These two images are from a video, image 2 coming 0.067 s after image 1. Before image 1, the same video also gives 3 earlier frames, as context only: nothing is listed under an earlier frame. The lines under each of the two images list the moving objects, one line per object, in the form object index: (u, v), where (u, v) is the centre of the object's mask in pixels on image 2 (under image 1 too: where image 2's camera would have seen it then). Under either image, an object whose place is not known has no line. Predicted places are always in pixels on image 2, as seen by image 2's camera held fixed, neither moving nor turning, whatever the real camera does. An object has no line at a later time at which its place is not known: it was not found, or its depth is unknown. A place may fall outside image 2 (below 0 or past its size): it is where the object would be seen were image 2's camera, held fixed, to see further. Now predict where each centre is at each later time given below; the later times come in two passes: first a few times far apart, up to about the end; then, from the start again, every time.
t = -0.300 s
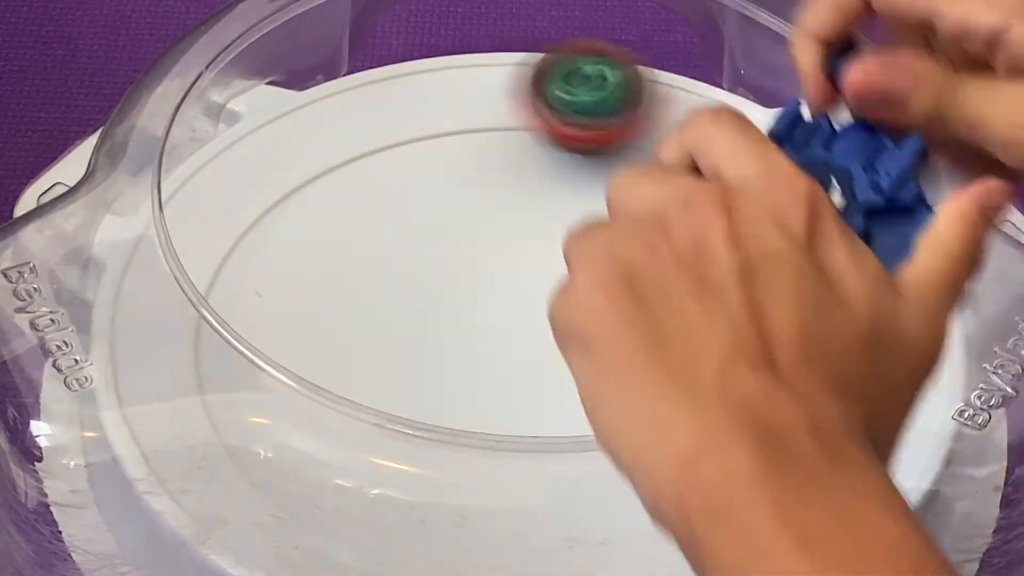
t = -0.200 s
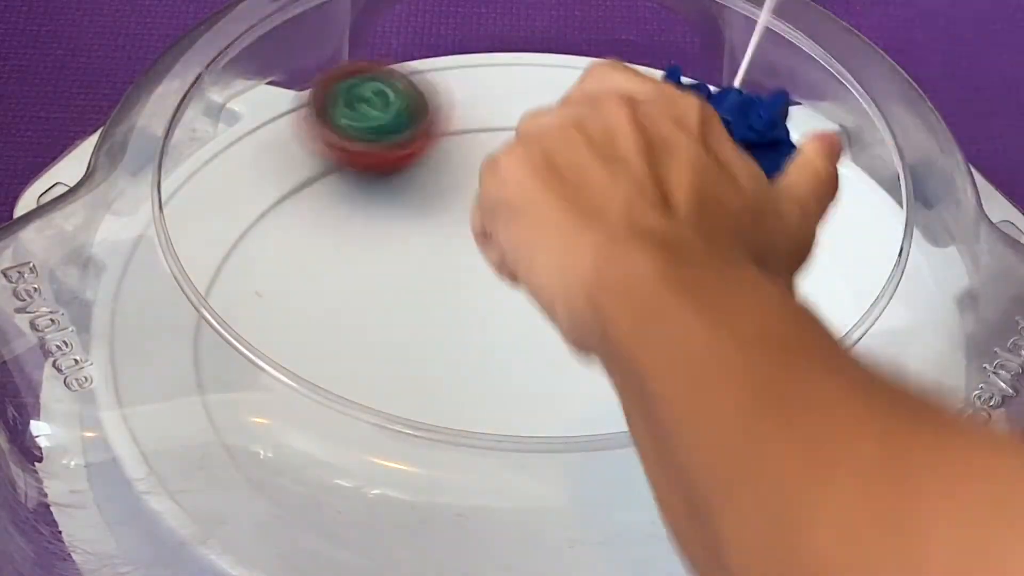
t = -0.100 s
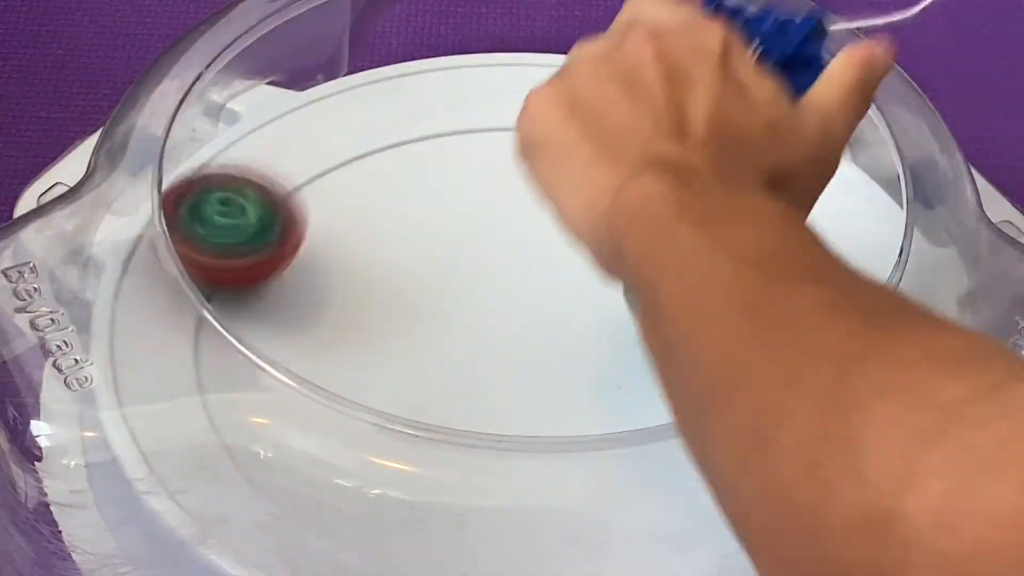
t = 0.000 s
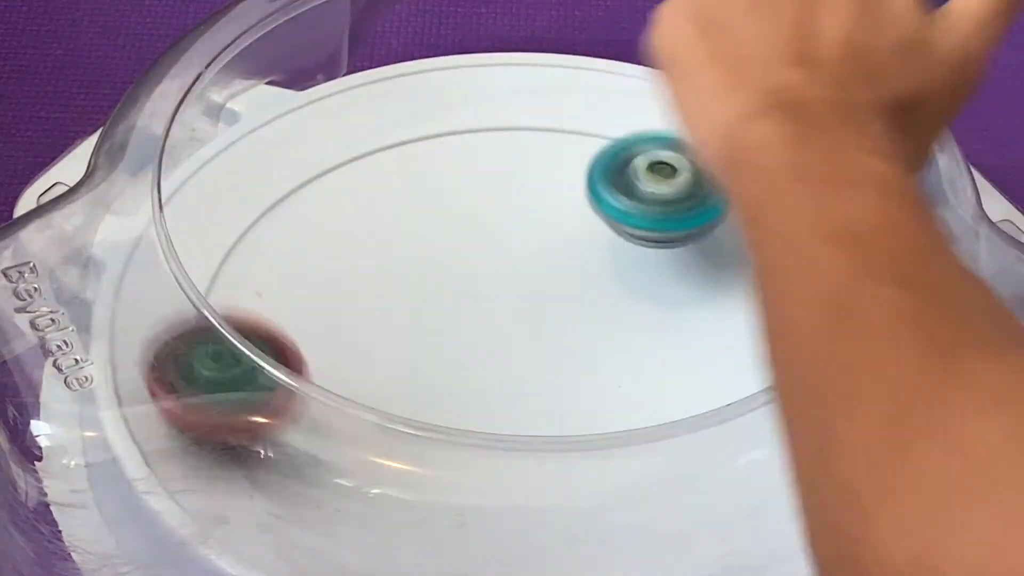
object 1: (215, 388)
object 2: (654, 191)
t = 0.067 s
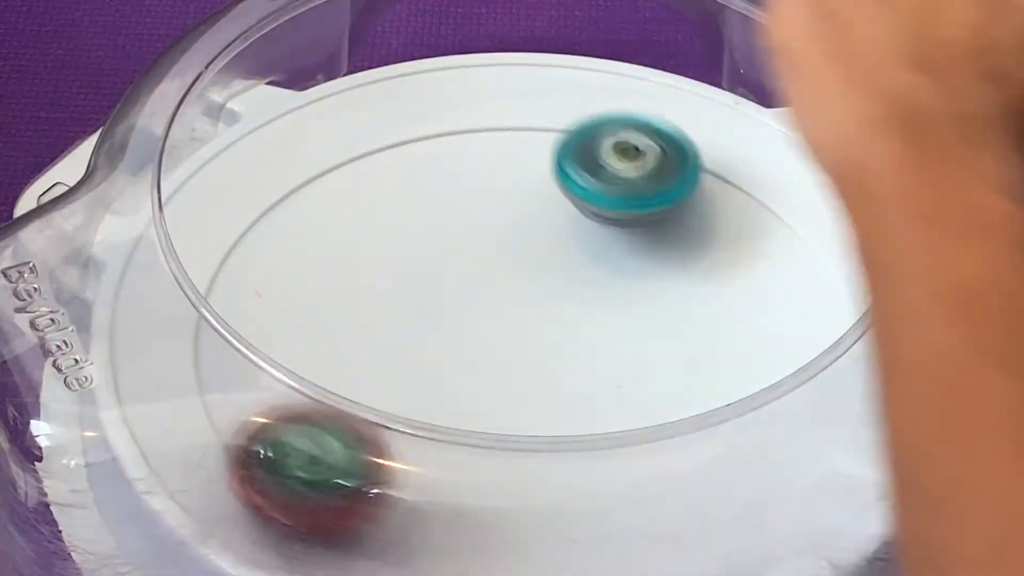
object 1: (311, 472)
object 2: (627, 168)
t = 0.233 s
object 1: (726, 494)
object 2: (512, 203)
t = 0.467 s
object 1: (672, 117)
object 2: (387, 368)
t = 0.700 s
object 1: (237, 220)
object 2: (501, 465)
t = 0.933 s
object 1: (408, 495)
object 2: (675, 321)
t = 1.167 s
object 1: (831, 370)
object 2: (580, 203)
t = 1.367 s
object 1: (701, 131)
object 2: (414, 264)
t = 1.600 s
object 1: (297, 153)
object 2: (436, 384)
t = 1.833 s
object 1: (286, 451)
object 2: (616, 370)
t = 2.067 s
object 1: (820, 431)
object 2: (615, 250)
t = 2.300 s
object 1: (575, 95)
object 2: (471, 283)
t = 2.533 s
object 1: (236, 235)
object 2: (460, 384)
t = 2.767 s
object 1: (452, 463)
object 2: (604, 378)
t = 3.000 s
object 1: (772, 331)
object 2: (606, 270)
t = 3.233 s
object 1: (681, 125)
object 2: (440, 261)
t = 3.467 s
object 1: (370, 181)
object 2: (423, 372)
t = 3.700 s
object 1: (380, 429)
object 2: (605, 407)
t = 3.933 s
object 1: (704, 482)
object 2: (648, 286)
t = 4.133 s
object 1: (802, 302)
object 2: (496, 236)
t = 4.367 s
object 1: (544, 201)
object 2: (372, 335)
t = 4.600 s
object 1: (305, 318)
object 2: (527, 429)
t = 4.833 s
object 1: (452, 496)
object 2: (658, 331)
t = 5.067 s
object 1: (672, 402)
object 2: (520, 248)
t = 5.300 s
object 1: (609, 240)
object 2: (405, 331)
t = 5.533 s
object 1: (418, 207)
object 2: (551, 415)
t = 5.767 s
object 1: (349, 308)
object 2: (685, 308)
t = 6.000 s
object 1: (493, 386)
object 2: (530, 246)
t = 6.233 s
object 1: (649, 356)
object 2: (403, 333)
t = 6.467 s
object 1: (662, 256)
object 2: (569, 411)
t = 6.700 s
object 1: (508, 240)
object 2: (684, 297)
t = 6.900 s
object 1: (429, 326)
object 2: (533, 220)
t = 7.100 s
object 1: (475, 408)
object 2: (385, 298)
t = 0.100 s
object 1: (376, 502)
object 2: (606, 160)
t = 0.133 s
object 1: (459, 521)
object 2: (585, 170)
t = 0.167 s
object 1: (552, 525)
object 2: (562, 166)
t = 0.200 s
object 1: (644, 519)
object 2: (538, 182)
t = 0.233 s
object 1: (726, 494)
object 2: (512, 203)
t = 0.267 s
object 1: (800, 448)
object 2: (485, 223)
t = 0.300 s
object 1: (842, 388)
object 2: (461, 243)
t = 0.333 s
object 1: (859, 322)
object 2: (438, 273)
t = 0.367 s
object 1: (840, 256)
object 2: (416, 300)
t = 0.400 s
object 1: (803, 198)
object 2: (398, 328)
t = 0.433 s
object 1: (741, 149)
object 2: (386, 353)
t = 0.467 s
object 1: (672, 117)
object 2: (387, 368)
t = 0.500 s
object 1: (594, 96)
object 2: (384, 395)
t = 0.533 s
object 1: (513, 91)
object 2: (389, 423)
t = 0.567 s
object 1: (440, 99)
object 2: (405, 441)
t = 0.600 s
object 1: (374, 116)
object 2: (425, 446)
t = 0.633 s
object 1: (317, 145)
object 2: (449, 465)
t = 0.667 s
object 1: (270, 179)
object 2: (474, 462)
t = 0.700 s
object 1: (237, 220)
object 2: (501, 465)
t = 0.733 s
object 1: (216, 262)
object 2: (532, 455)
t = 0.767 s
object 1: (211, 308)
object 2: (564, 437)
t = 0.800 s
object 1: (220, 355)
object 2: (593, 423)
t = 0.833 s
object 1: (237, 407)
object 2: (618, 391)
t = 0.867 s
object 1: (285, 442)
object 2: (645, 373)
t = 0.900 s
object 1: (342, 473)
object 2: (664, 349)
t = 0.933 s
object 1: (408, 495)
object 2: (675, 321)
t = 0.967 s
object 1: (482, 508)
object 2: (678, 295)
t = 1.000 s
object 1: (559, 512)
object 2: (676, 271)
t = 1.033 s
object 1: (632, 502)
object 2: (668, 251)
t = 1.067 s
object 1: (698, 480)
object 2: (653, 232)
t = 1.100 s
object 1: (752, 448)
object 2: (634, 220)
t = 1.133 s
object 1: (799, 412)
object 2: (609, 207)
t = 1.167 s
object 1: (831, 370)
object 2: (580, 203)
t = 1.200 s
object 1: (849, 325)
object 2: (549, 203)
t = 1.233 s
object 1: (853, 278)
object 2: (515, 207)
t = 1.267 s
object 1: (829, 237)
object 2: (483, 217)
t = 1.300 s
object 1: (796, 195)
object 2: (455, 230)
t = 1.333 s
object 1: (756, 157)
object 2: (431, 246)
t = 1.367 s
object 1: (701, 131)
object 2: (414, 264)
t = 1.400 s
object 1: (644, 109)
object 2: (399, 285)
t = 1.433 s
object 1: (585, 96)
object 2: (390, 308)
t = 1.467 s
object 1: (523, 92)
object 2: (387, 332)
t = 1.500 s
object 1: (461, 94)
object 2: (391, 352)
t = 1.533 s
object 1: (401, 107)
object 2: (401, 364)
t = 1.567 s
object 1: (346, 128)
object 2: (416, 374)
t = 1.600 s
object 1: (297, 153)
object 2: (436, 384)
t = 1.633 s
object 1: (258, 186)
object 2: (458, 402)
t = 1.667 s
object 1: (232, 225)
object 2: (485, 408)
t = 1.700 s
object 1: (215, 267)
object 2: (516, 397)
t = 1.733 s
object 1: (211, 309)
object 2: (545, 394)
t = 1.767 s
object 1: (219, 360)
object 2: (570, 388)
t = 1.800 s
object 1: (238, 411)
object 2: (595, 381)
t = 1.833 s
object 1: (286, 451)
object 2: (616, 370)
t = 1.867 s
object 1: (344, 485)
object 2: (631, 353)
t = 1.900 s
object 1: (410, 514)
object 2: (643, 332)
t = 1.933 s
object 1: (492, 523)
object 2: (648, 312)
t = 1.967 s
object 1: (584, 524)
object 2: (647, 294)
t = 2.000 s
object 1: (675, 514)
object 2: (640, 275)
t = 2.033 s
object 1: (753, 482)
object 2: (629, 262)
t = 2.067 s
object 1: (820, 431)
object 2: (615, 250)
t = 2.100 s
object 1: (851, 370)
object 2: (596, 243)
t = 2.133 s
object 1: (858, 305)
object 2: (575, 241)
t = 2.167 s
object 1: (832, 240)
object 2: (553, 245)
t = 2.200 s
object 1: (790, 185)
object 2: (532, 252)
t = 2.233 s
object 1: (727, 140)
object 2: (509, 259)
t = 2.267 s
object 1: (650, 110)
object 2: (490, 269)
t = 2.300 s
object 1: (575, 95)
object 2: (471, 283)
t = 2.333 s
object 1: (500, 93)
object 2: (455, 300)
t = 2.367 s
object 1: (432, 102)
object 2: (443, 319)
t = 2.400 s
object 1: (370, 119)
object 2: (437, 337)
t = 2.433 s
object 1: (320, 142)
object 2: (437, 354)
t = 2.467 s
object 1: (280, 173)
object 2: (441, 368)
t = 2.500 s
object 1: (251, 203)
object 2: (448, 376)
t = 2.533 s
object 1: (236, 235)
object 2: (460, 384)
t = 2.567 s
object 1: (242, 267)
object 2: (474, 389)
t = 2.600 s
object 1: (241, 311)
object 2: (493, 392)
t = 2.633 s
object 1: (261, 353)
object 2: (515, 395)
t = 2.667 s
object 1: (292, 389)
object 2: (538, 393)
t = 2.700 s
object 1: (336, 421)
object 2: (562, 391)
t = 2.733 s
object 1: (392, 445)
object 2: (586, 386)
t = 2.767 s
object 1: (452, 463)
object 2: (604, 378)
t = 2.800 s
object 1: (510, 470)
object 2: (619, 368)
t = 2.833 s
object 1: (571, 463)
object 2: (631, 350)
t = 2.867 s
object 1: (633, 452)
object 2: (635, 332)
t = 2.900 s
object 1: (678, 431)
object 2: (635, 315)
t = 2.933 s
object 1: (724, 406)
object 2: (630, 298)
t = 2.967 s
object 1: (759, 371)
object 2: (620, 283)
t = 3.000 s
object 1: (772, 331)
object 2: (606, 270)
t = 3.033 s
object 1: (792, 302)
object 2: (587, 258)
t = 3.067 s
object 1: (803, 269)
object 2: (565, 250)
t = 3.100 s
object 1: (796, 231)
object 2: (540, 244)
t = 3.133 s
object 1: (780, 198)
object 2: (512, 242)
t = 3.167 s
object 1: (754, 166)
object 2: (487, 244)
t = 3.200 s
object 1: (724, 141)
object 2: (462, 250)
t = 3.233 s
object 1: (681, 125)
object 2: (440, 261)
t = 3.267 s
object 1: (639, 114)
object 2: (421, 272)
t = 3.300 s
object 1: (590, 107)
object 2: (410, 286)
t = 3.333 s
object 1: (539, 108)
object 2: (401, 303)
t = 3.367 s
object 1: (491, 117)
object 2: (397, 321)
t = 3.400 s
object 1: (446, 131)
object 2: (398, 339)
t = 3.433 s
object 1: (404, 153)
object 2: (407, 356)
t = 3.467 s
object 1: (370, 181)
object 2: (423, 372)
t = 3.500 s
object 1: (344, 213)
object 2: (442, 382)
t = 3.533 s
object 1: (323, 250)
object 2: (464, 391)
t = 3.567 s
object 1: (316, 288)
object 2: (493, 397)
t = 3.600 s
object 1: (321, 323)
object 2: (520, 412)
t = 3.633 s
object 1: (330, 361)
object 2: (551, 418)
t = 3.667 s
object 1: (353, 396)
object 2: (579, 411)
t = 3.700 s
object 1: (380, 429)
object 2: (605, 407)
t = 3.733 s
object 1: (417, 458)
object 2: (625, 386)
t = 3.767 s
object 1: (462, 490)
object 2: (645, 376)
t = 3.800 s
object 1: (508, 499)
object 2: (659, 361)
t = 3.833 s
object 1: (558, 504)
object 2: (666, 344)
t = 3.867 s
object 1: (606, 502)
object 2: (666, 323)
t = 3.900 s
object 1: (654, 495)
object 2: (660, 303)
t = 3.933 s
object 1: (704, 482)
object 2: (648, 286)
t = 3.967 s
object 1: (744, 465)
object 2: (632, 270)
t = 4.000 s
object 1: (785, 443)
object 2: (610, 257)
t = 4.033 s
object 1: (802, 408)
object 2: (585, 247)
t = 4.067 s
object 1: (816, 375)
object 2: (556, 238)
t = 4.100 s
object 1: (817, 337)
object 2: (526, 235)
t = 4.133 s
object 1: (802, 302)
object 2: (496, 236)
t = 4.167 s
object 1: (793, 281)
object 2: (466, 240)
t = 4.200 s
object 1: (763, 255)
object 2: (440, 248)
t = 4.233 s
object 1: (726, 234)
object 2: (416, 262)
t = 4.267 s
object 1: (686, 218)
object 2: (397, 275)
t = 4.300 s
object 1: (639, 207)
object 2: (383, 291)
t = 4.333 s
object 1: (594, 202)
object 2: (375, 311)
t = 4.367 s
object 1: (544, 201)
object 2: (372, 335)
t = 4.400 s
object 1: (495, 206)
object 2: (377, 352)
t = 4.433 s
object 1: (452, 215)
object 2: (392, 367)
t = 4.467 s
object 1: (408, 229)
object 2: (407, 390)
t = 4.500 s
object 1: (373, 247)
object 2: (431, 404)
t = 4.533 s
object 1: (340, 268)
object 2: (459, 416)
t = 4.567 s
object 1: (316, 295)
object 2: (491, 424)
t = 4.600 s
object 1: (305, 318)
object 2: (527, 429)
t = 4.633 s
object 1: (308, 338)
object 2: (561, 428)
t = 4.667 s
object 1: (298, 377)
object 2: (590, 420)
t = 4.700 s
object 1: (308, 413)
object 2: (611, 395)
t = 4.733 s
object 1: (324, 449)
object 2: (632, 385)
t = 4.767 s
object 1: (361, 468)
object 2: (648, 372)
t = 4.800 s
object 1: (407, 485)
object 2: (657, 352)
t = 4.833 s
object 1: (452, 496)
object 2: (658, 331)
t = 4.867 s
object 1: (498, 500)
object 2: (651, 308)
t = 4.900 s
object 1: (534, 500)
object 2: (638, 288)
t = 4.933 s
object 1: (579, 493)
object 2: (621, 273)
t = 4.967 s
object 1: (615, 469)
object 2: (599, 262)
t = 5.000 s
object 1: (645, 448)
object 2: (573, 253)
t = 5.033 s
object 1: (661, 425)
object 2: (547, 248)
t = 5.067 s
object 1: (672, 402)
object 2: (520, 248)
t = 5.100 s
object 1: (673, 373)
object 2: (494, 253)
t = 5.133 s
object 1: (677, 356)
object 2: (468, 262)
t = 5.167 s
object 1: (672, 329)
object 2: (446, 272)
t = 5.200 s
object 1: (661, 301)
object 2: (429, 284)
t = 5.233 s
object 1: (645, 275)
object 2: (417, 297)
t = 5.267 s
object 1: (629, 255)
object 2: (408, 313)
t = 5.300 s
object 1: (609, 240)
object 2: (405, 331)
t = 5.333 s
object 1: (584, 228)
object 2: (407, 350)
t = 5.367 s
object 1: (555, 217)
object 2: (418, 364)
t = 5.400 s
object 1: (521, 207)
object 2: (436, 377)
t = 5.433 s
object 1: (491, 202)
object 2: (460, 387)
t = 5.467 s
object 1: (464, 200)
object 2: (487, 395)
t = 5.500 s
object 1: (440, 202)
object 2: (518, 413)
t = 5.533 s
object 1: (418, 207)
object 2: (551, 415)
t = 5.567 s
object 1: (398, 214)
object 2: (582, 399)
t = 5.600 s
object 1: (380, 225)
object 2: (613, 393)
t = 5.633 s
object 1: (365, 237)
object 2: (640, 383)
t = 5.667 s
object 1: (354, 253)
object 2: (663, 370)
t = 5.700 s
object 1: (347, 269)
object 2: (678, 353)
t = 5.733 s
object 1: (346, 289)
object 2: (684, 330)
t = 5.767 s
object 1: (349, 308)
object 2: (685, 308)
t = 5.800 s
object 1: (359, 327)
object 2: (678, 291)
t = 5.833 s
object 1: (373, 344)
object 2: (666, 277)
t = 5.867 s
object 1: (393, 358)
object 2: (647, 267)
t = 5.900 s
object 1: (415, 368)
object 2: (623, 258)
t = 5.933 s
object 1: (441, 377)
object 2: (594, 250)
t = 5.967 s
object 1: (466, 383)
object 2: (562, 246)
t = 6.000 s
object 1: (493, 386)
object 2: (530, 246)
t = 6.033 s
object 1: (520, 388)
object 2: (499, 249)
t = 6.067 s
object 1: (545, 388)
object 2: (471, 256)
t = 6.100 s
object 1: (571, 385)
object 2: (447, 266)
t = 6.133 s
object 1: (593, 381)
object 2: (426, 279)
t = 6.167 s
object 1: (614, 375)
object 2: (412, 295)
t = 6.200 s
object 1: (632, 367)
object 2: (404, 313)
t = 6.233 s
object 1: (649, 356)
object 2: (403, 333)
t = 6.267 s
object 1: (662, 342)
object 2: (410, 353)
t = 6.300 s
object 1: (672, 328)
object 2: (425, 368)
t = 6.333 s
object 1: (678, 313)
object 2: (445, 381)
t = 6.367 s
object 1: (681, 298)
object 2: (472, 390)
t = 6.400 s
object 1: (679, 284)
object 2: (502, 396)
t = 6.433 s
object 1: (673, 269)
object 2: (535, 413)
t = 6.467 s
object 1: (662, 256)
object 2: (569, 411)
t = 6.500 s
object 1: (648, 245)
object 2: (599, 396)
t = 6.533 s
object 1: (628, 236)
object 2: (628, 390)
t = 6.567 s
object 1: (608, 230)
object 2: (654, 378)
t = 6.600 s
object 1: (582, 227)
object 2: (674, 362)
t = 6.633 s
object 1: (558, 228)
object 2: (686, 344)
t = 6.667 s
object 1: (533, 233)
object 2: (689, 320)
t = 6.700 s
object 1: (508, 240)
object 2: (684, 297)
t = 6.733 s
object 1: (487, 250)
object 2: (672, 276)
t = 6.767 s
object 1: (468, 264)
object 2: (653, 258)
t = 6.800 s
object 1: (454, 278)
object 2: (628, 241)
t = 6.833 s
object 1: (442, 294)
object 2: (599, 230)
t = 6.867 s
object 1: (433, 309)
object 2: (566, 222)
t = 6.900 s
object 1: (429, 326)
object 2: (533, 220)
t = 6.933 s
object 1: (428, 342)
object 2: (498, 222)
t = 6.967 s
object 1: (431, 357)
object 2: (466, 229)
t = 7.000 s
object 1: (439, 370)
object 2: (439, 241)
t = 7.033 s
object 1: (448, 379)
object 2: (415, 256)
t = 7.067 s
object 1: (462, 387)
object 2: (397, 276)
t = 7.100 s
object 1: (475, 408)
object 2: (385, 298)
